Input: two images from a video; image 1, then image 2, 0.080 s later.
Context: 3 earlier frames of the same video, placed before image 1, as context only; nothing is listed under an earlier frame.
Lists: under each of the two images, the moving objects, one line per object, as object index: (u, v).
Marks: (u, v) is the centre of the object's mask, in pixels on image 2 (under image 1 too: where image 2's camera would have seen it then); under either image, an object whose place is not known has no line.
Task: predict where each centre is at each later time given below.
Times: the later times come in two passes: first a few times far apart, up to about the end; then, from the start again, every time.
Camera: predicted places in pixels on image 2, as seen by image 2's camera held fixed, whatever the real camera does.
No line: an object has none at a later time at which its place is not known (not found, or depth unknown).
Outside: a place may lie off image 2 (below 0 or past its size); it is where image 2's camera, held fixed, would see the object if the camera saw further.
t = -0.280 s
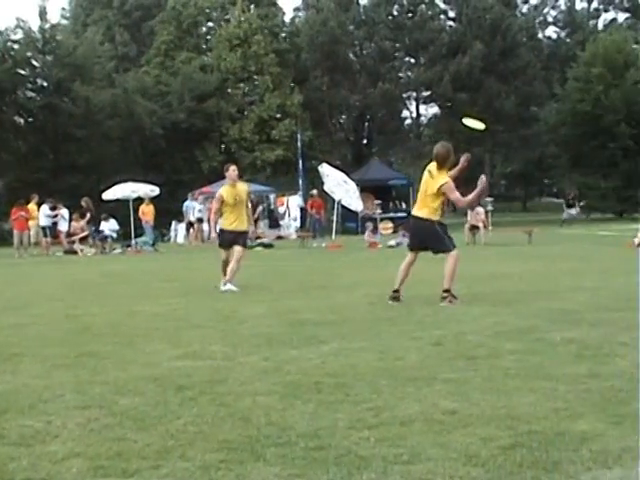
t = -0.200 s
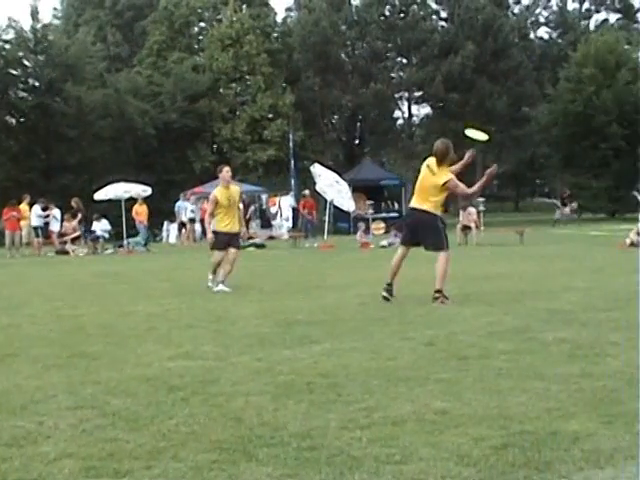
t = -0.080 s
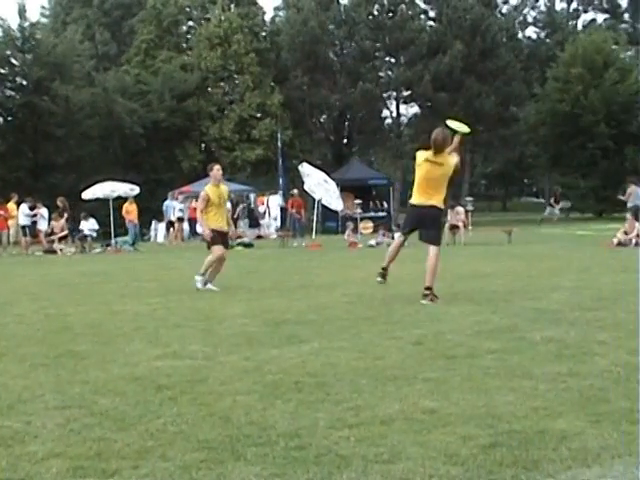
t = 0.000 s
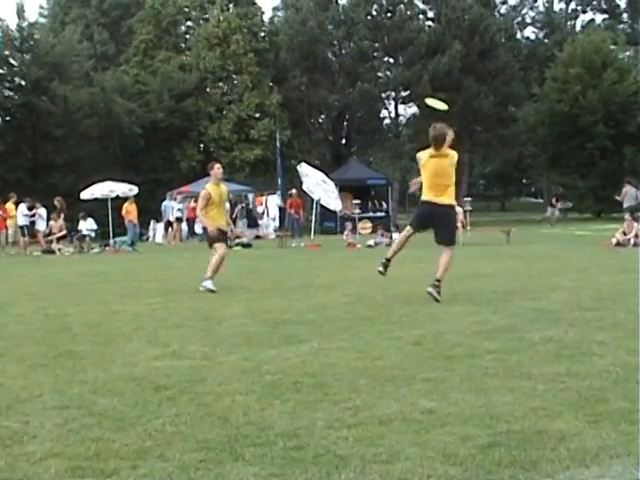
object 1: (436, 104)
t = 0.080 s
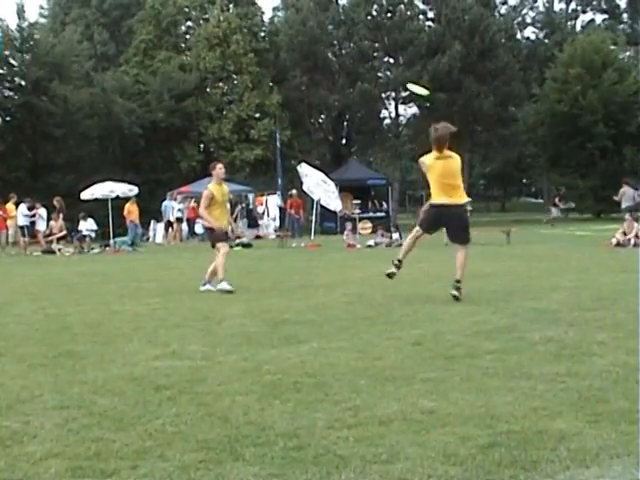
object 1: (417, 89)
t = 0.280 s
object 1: (375, 77)
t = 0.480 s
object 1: (340, 91)
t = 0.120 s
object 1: (408, 84)
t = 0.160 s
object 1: (399, 80)
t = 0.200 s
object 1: (390, 78)
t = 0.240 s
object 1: (382, 77)
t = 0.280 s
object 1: (375, 77)
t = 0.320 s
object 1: (367, 78)
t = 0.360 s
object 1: (359, 80)
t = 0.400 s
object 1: (353, 82)
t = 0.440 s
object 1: (346, 87)
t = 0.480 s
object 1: (340, 91)
